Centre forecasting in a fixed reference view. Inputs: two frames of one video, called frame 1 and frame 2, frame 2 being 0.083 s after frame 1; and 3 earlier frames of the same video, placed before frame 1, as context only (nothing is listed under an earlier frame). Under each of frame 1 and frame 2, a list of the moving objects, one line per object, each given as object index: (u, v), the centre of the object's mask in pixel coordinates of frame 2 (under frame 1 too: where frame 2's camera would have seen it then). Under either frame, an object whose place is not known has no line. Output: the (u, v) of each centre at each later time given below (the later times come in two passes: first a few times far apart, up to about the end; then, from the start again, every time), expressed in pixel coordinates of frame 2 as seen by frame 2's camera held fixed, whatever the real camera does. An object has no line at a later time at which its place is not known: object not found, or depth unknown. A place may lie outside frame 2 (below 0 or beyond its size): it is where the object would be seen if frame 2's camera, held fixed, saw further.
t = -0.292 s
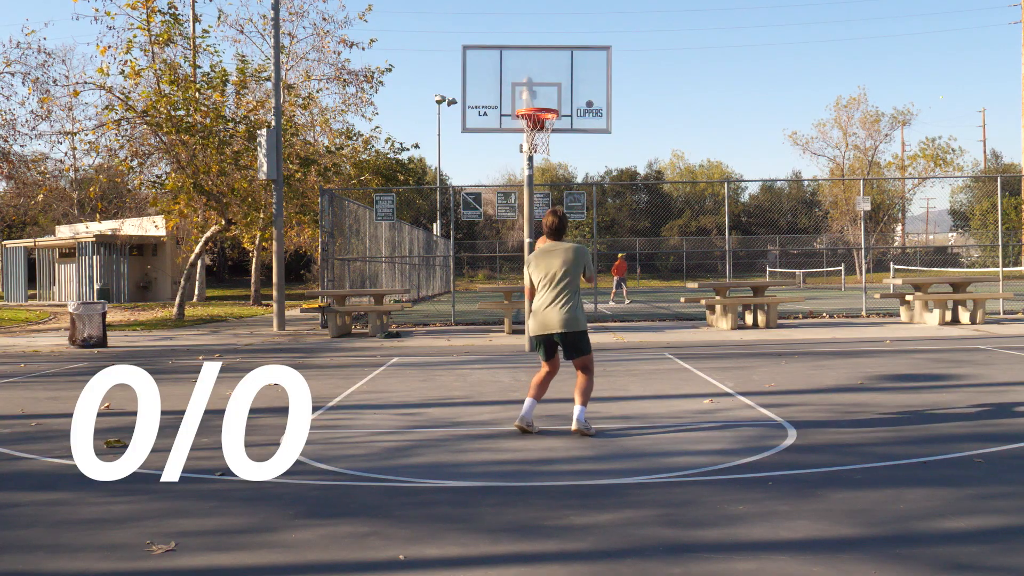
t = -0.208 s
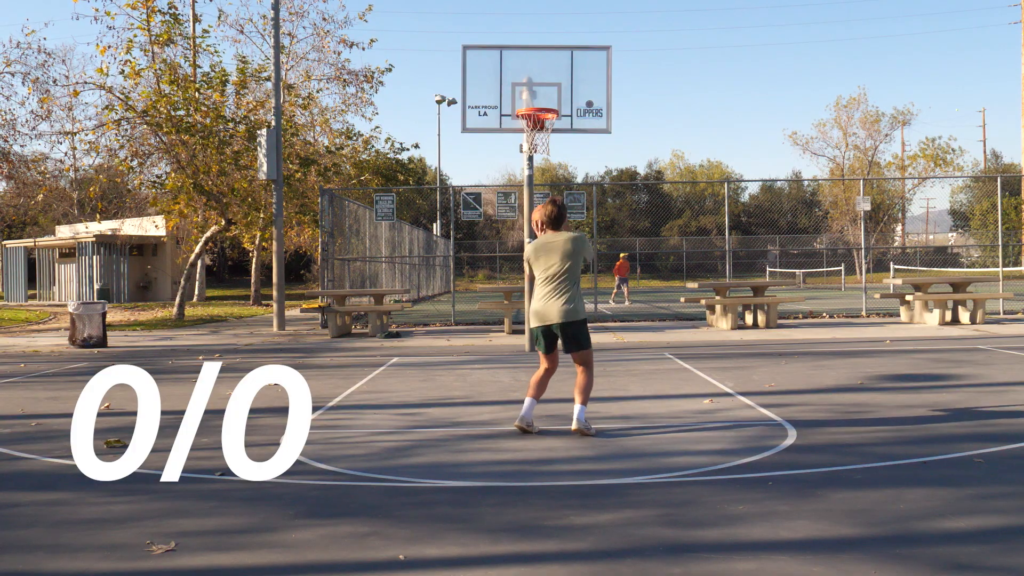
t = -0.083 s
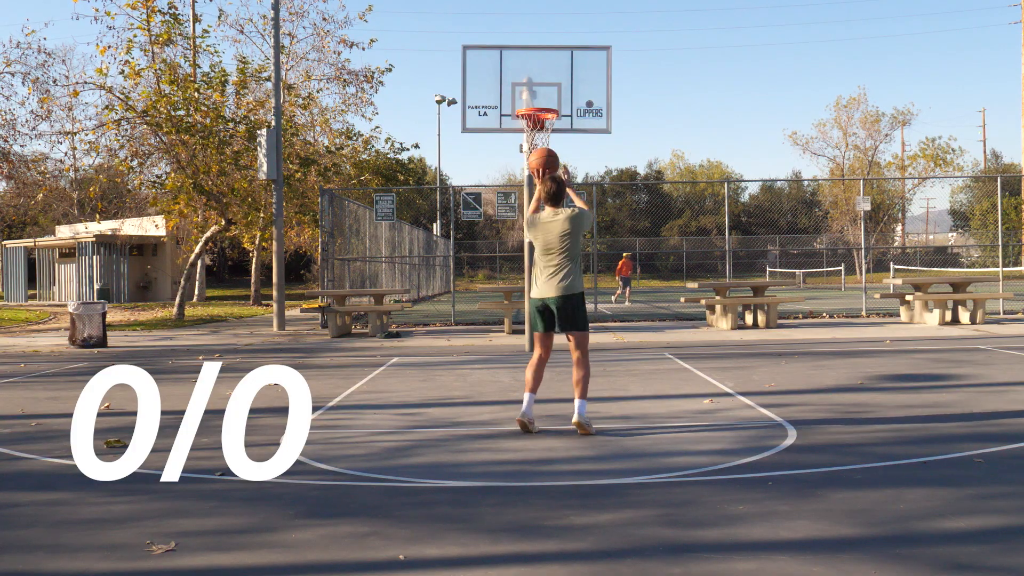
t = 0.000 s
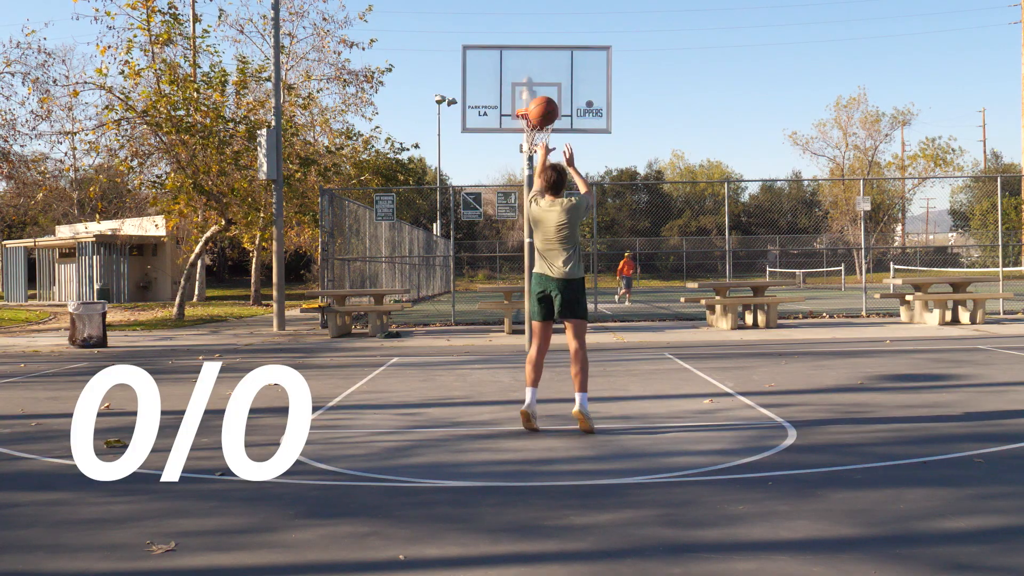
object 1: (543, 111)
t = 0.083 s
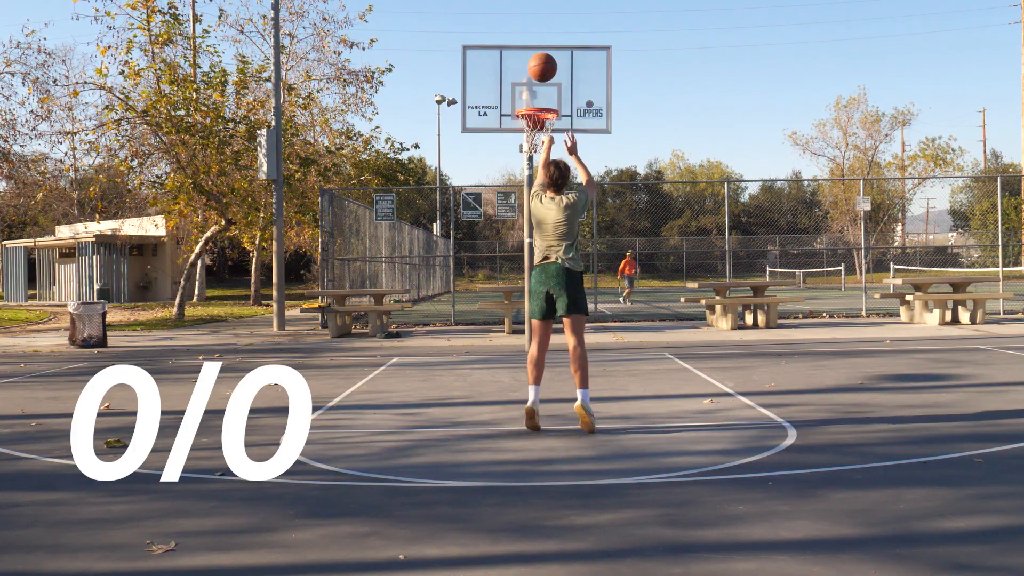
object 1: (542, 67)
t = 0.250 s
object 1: (542, 12)
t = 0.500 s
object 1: (542, 3)
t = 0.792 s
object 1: (544, 46)
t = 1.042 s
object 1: (531, 122)
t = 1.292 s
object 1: (553, 162)
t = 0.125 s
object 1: (542, 50)
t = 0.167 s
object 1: (542, 35)
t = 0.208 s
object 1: (542, 22)
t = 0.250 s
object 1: (542, 12)
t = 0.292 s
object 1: (542, 8)
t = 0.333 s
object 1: (541, 5)
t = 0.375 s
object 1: (541, 3)
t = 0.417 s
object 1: (542, 2)
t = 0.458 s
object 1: (542, 2)
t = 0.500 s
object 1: (542, 3)
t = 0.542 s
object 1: (542, 4)
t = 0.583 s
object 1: (542, 6)
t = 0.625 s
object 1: (542, 10)
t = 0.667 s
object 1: (543, 16)
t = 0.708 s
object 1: (543, 25)
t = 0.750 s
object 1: (543, 35)
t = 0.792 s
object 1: (544, 46)
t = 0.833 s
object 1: (544, 59)
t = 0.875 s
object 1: (545, 72)
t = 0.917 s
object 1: (545, 87)
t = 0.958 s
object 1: (546, 101)
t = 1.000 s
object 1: (538, 117)
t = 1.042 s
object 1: (531, 122)
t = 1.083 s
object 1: (531, 124)
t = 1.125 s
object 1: (534, 131)
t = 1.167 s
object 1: (540, 137)
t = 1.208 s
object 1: (545, 144)
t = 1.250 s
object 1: (549, 152)
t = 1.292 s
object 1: (553, 162)
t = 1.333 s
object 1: (558, 173)
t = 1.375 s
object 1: (562, 186)
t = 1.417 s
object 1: (566, 199)
